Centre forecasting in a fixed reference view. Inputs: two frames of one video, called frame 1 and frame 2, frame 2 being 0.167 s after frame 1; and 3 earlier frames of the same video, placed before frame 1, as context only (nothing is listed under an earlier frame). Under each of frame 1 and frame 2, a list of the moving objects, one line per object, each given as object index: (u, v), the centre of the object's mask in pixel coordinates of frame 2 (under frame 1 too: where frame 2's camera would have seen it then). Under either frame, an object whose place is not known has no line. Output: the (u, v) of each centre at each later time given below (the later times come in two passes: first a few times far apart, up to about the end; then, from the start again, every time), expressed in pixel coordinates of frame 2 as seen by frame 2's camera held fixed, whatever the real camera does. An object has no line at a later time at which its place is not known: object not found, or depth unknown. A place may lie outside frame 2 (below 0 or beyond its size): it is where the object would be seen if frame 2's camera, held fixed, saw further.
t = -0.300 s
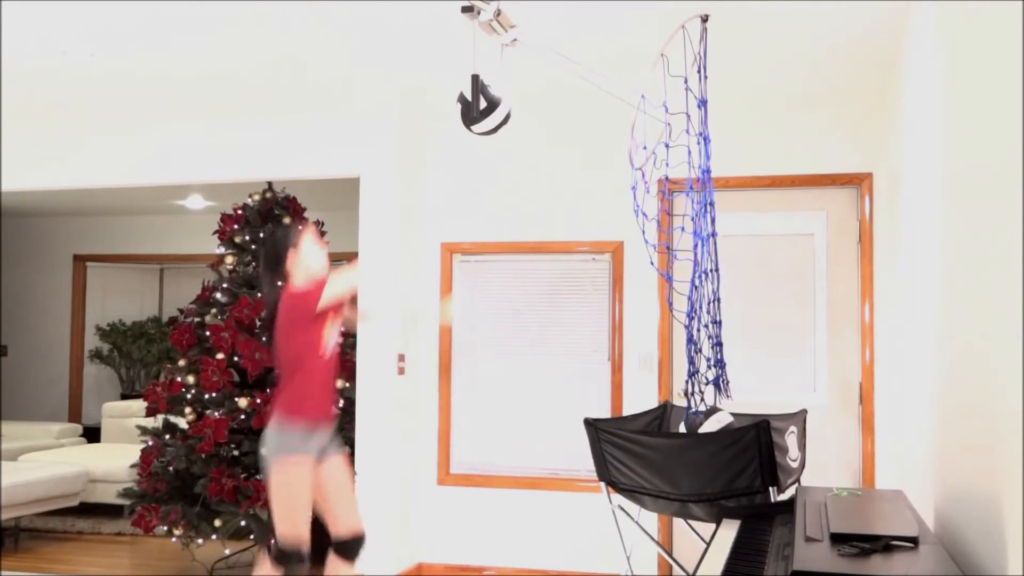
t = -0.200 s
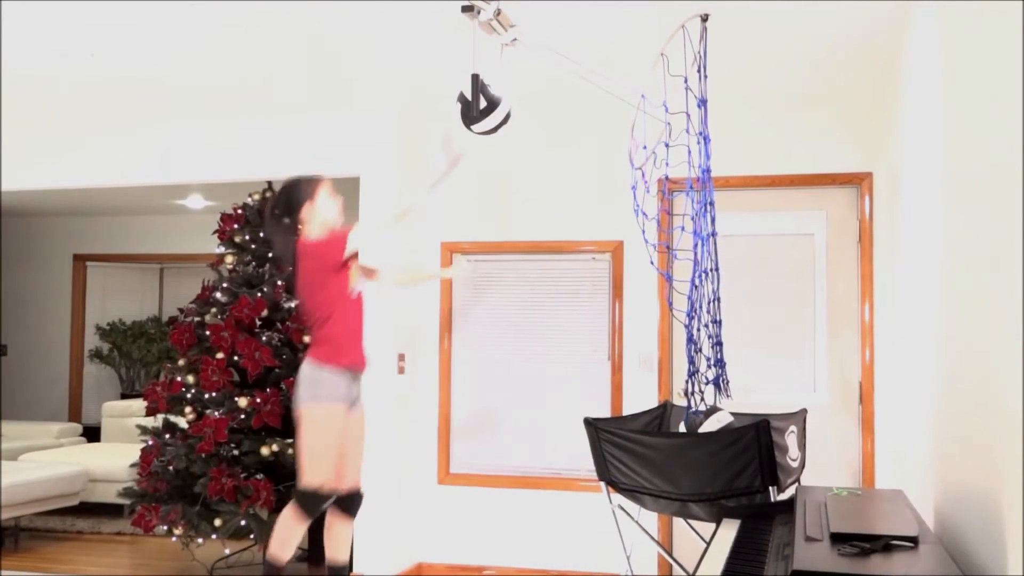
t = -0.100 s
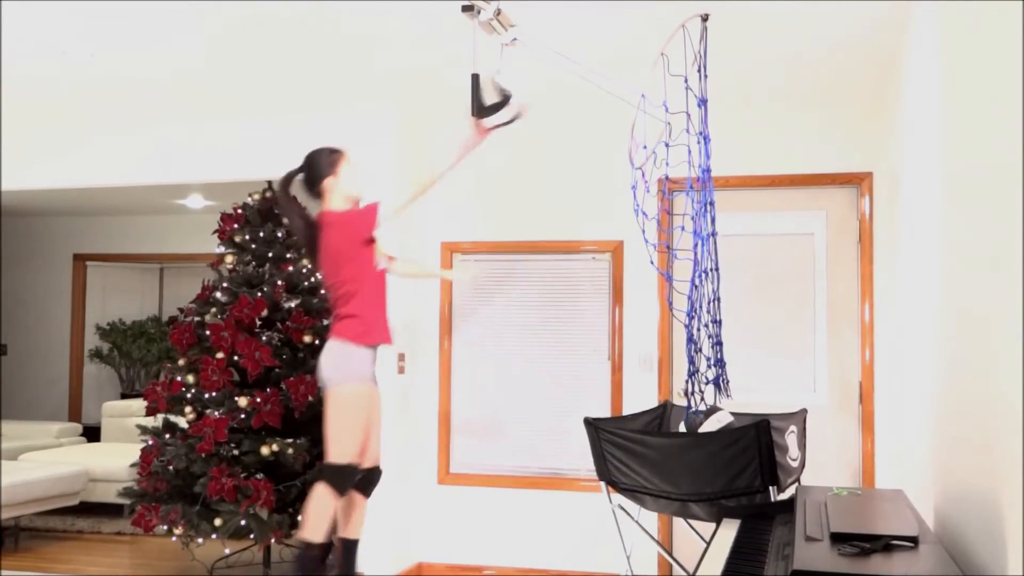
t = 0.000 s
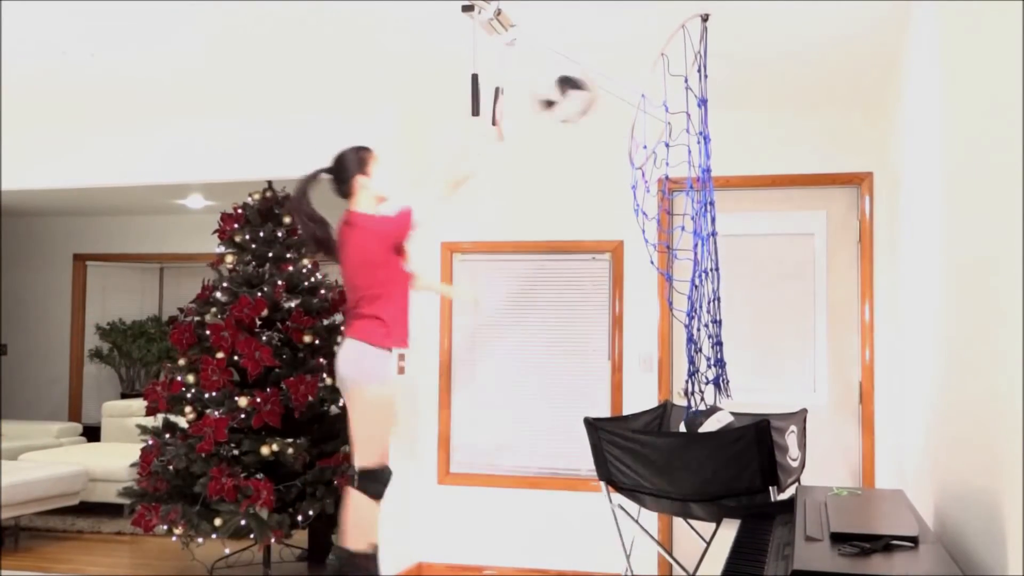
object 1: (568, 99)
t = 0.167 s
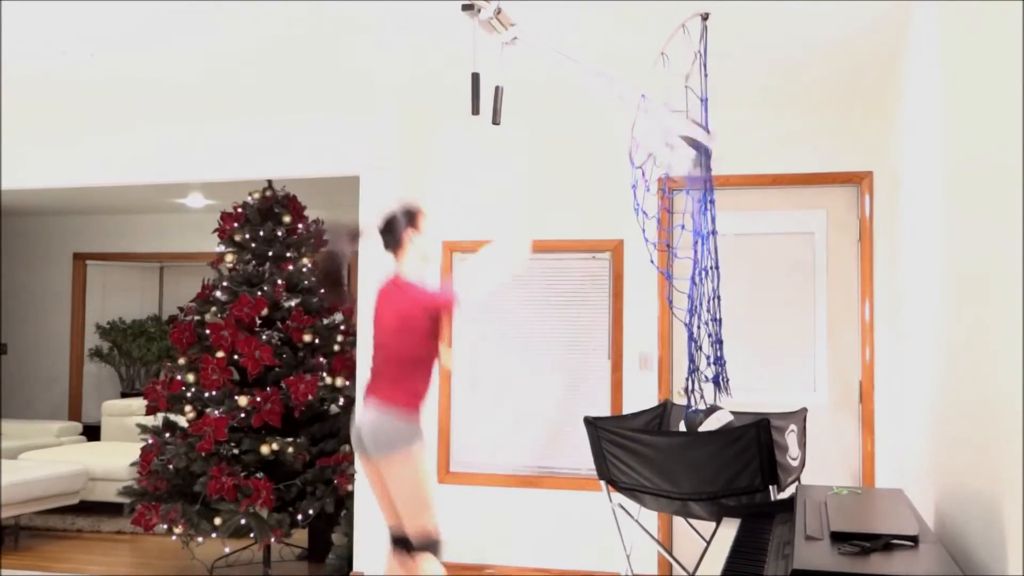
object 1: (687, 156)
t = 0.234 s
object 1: (714, 182)
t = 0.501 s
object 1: (779, 316)
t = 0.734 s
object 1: (778, 404)
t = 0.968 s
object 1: (726, 402)
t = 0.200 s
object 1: (700, 164)
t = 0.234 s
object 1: (714, 182)
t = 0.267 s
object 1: (734, 203)
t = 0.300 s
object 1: (746, 220)
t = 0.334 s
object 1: (753, 238)
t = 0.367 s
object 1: (772, 263)
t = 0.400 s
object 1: (774, 279)
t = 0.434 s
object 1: (777, 291)
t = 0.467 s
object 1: (778, 304)
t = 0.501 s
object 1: (779, 316)
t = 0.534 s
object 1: (785, 333)
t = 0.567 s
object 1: (781, 343)
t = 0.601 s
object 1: (782, 362)
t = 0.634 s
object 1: (788, 392)
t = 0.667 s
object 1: (794, 412)
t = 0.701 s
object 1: (786, 411)
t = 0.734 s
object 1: (778, 404)
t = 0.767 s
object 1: (767, 399)
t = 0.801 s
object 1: (755, 393)
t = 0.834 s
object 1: (743, 400)
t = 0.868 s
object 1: (737, 399)
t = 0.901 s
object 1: (733, 399)
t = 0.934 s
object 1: (729, 399)
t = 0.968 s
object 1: (726, 402)
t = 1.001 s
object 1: (722, 406)
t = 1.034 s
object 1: (717, 410)
